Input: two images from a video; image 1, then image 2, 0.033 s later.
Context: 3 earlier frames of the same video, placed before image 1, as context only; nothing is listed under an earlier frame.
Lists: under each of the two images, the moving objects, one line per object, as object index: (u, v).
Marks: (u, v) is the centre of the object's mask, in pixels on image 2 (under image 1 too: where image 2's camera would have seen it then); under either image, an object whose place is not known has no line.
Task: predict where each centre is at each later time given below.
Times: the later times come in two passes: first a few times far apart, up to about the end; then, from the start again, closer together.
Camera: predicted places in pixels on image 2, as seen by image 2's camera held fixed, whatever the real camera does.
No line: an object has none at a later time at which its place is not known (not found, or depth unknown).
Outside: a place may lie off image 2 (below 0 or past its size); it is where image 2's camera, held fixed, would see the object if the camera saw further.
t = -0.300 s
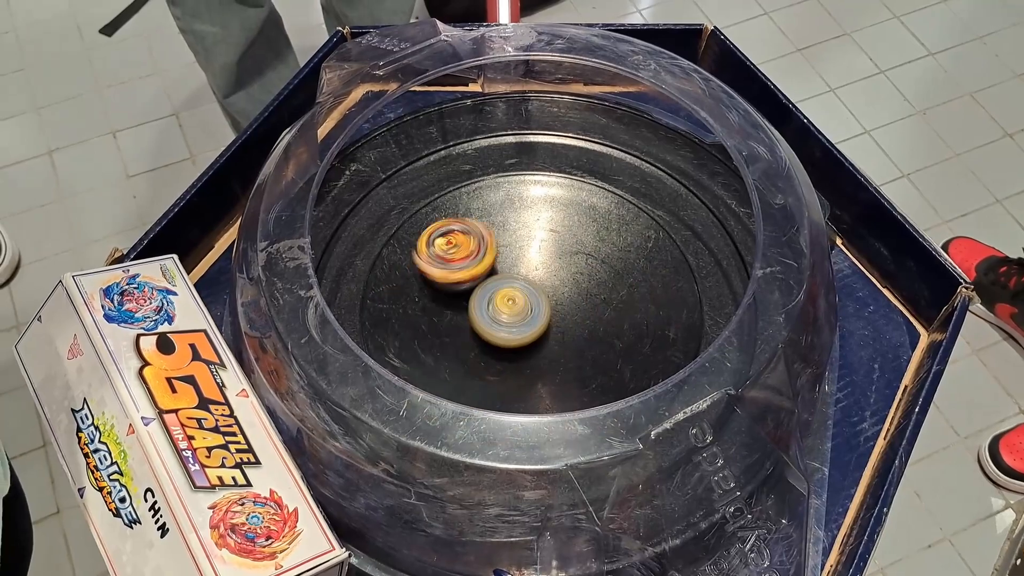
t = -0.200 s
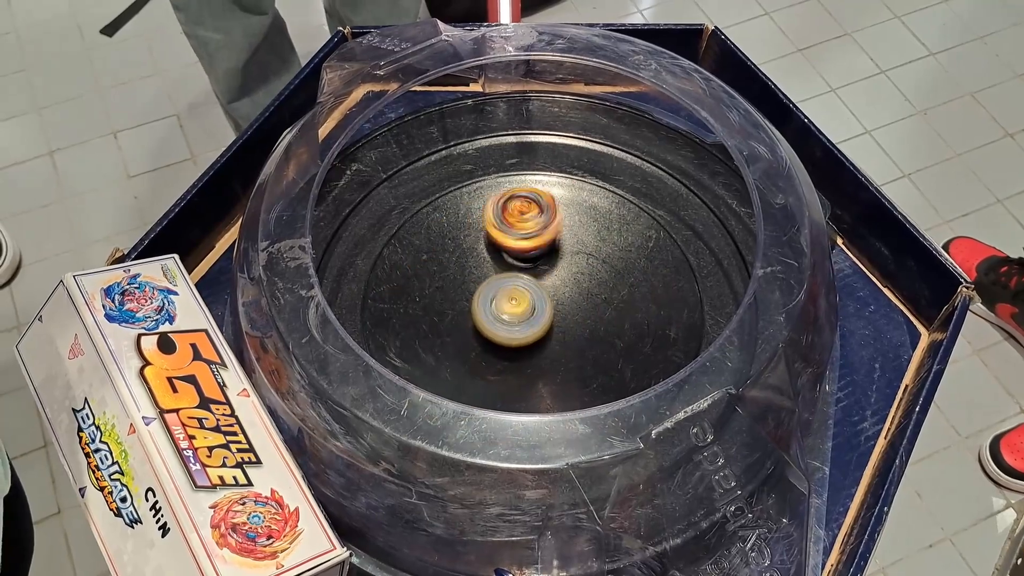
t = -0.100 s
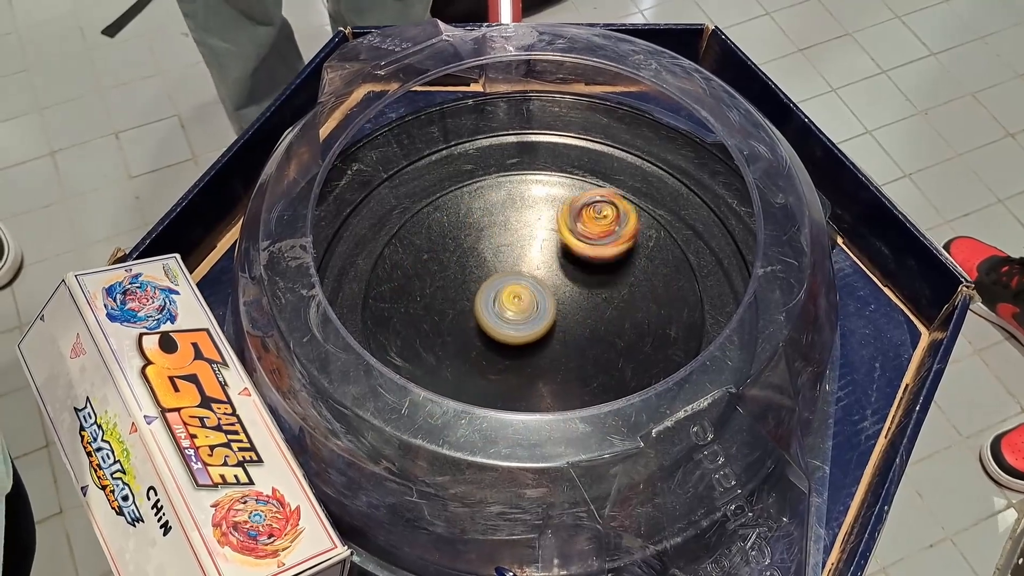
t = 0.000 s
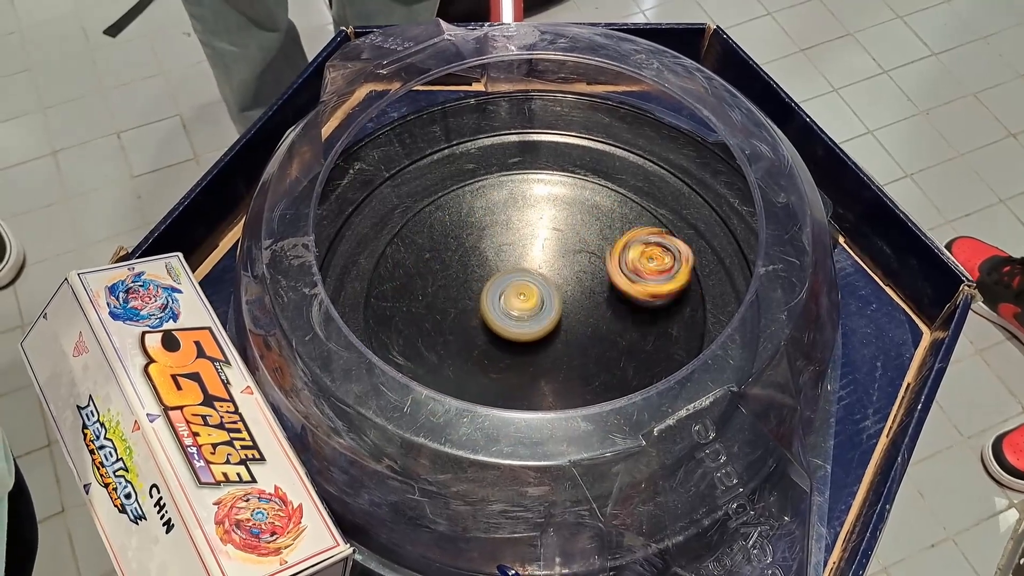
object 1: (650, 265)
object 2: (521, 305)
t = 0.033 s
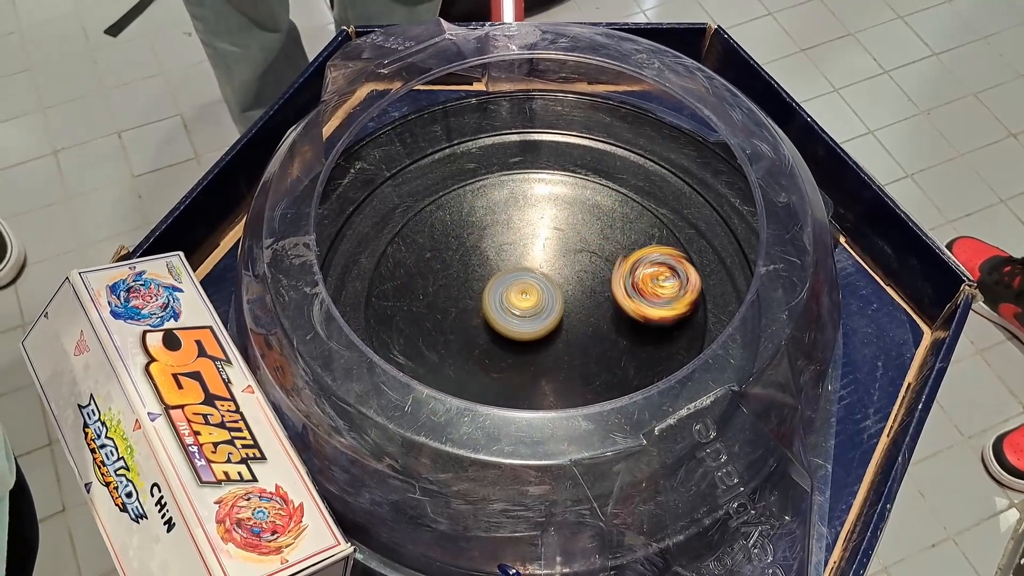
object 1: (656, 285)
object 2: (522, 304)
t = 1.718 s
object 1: (620, 289)
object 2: (543, 318)
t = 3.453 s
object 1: (621, 244)
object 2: (539, 317)
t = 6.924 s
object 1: (593, 233)
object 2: (562, 317)
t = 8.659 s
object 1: (508, 317)
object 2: (481, 254)
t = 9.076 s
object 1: (490, 331)
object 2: (548, 295)
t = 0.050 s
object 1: (658, 295)
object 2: (523, 303)
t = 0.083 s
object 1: (654, 315)
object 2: (525, 302)
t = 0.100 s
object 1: (649, 324)
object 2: (525, 302)
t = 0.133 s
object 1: (636, 343)
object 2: (526, 302)
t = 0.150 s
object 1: (626, 351)
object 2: (527, 302)
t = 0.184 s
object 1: (603, 364)
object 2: (528, 301)
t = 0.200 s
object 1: (592, 369)
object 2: (529, 300)
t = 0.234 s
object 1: (565, 374)
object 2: (530, 300)
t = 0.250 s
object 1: (550, 374)
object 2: (531, 299)
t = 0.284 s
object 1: (524, 372)
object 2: (532, 298)
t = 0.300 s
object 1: (509, 370)
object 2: (532, 298)
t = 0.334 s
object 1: (483, 360)
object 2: (533, 297)
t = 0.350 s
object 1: (474, 353)
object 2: (534, 297)
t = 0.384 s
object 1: (456, 336)
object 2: (535, 296)
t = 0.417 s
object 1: (442, 316)
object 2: (536, 296)
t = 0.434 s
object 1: (439, 305)
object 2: (537, 296)
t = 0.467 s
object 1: (436, 284)
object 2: (537, 295)
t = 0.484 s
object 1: (436, 273)
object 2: (537, 295)
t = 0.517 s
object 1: (441, 254)
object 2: (538, 295)
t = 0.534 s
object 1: (446, 245)
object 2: (538, 295)
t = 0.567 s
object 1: (456, 228)
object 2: (539, 295)
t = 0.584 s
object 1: (463, 221)
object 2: (540, 295)
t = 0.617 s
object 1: (481, 209)
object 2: (540, 295)
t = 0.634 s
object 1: (490, 205)
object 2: (540, 295)
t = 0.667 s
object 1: (511, 201)
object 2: (541, 295)
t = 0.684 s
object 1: (523, 200)
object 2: (540, 295)
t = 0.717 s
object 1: (544, 203)
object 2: (541, 295)
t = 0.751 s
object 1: (565, 209)
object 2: (542, 296)
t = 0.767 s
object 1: (577, 215)
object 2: (541, 296)
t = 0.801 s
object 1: (593, 227)
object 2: (542, 297)
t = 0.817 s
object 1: (601, 235)
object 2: (542, 298)
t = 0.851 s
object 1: (614, 252)
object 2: (542, 299)
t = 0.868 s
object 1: (618, 262)
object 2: (542, 299)
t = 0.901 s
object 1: (622, 283)
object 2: (541, 300)
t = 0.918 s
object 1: (623, 294)
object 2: (541, 300)
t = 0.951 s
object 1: (617, 316)
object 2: (540, 301)
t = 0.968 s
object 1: (612, 326)
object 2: (540, 302)
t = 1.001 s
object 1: (599, 346)
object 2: (540, 302)
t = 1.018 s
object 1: (590, 354)
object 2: (541, 302)
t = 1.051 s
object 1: (567, 368)
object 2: (542, 303)
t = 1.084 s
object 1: (544, 373)
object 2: (543, 305)
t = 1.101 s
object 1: (531, 376)
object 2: (544, 306)
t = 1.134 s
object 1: (505, 375)
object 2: (544, 308)
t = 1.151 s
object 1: (495, 372)
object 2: (544, 308)
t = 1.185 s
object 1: (471, 366)
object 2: (544, 310)
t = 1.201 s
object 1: (459, 360)
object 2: (544, 311)
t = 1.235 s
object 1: (443, 349)
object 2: (544, 312)
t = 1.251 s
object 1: (436, 342)
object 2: (545, 313)
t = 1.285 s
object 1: (426, 324)
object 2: (545, 314)
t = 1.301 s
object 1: (424, 315)
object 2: (545, 314)
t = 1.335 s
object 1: (424, 296)
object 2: (545, 315)
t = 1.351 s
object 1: (426, 288)
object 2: (545, 316)
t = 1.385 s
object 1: (432, 271)
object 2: (545, 316)
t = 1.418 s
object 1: (445, 256)
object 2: (545, 317)
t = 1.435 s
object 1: (452, 250)
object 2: (545, 317)
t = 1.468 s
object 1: (470, 240)
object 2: (545, 318)
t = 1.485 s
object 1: (481, 236)
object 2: (545, 318)
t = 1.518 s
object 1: (504, 231)
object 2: (545, 318)
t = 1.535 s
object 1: (515, 232)
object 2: (545, 318)
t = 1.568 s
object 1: (542, 233)
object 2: (545, 318)
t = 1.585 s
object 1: (554, 236)
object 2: (545, 319)
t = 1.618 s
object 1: (576, 244)
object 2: (545, 318)
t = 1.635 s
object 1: (586, 250)
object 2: (545, 318)
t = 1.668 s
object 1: (604, 264)
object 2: (544, 319)
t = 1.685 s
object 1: (611, 272)
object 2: (544, 318)
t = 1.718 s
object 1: (620, 289)
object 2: (543, 318)
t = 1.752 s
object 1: (625, 309)
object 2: (542, 318)
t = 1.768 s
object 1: (625, 317)
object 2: (541, 317)
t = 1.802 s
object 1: (620, 337)
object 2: (540, 317)
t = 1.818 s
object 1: (616, 345)
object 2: (540, 317)
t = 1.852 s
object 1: (602, 361)
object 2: (538, 316)
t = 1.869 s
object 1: (593, 367)
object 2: (537, 315)
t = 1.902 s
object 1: (575, 374)
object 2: (536, 314)
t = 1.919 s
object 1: (564, 377)
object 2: (535, 314)
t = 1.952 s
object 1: (540, 379)
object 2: (534, 313)
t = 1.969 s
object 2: (534, 313)
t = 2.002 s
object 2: (532, 312)
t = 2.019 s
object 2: (533, 311)
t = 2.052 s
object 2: (531, 311)
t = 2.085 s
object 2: (530, 312)
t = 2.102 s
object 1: (459, 339)
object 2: (529, 311)
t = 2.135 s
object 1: (449, 319)
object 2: (530, 312)
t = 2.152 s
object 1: (444, 308)
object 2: (534, 312)
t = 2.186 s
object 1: (436, 288)
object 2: (543, 311)
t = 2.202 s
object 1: (435, 278)
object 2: (545, 311)
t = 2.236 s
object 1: (437, 259)
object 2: (548, 309)
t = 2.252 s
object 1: (442, 251)
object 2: (549, 308)
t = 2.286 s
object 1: (453, 235)
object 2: (550, 306)
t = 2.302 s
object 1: (460, 229)
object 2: (550, 305)
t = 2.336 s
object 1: (477, 218)
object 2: (550, 302)
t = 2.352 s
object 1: (487, 213)
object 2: (550, 302)
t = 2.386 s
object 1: (509, 208)
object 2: (550, 299)
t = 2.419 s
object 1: (533, 209)
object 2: (550, 297)
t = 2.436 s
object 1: (545, 210)
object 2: (549, 296)
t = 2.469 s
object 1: (568, 217)
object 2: (549, 294)
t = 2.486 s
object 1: (579, 222)
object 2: (549, 294)
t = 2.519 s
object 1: (596, 235)
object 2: (547, 293)
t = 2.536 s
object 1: (605, 243)
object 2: (546, 293)
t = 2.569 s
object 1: (628, 257)
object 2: (534, 295)
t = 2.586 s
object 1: (635, 265)
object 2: (530, 295)
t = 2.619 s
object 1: (647, 283)
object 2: (524, 297)
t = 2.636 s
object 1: (650, 293)
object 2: (522, 298)
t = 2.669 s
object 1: (651, 313)
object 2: (520, 300)
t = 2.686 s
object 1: (647, 323)
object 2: (519, 300)
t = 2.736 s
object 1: (632, 352)
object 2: (516, 304)
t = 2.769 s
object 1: (612, 366)
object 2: (515, 306)
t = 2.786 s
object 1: (601, 370)
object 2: (514, 306)
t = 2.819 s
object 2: (513, 308)
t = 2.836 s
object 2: (513, 309)
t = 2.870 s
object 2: (513, 311)
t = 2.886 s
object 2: (513, 312)
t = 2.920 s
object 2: (513, 313)
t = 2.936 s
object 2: (514, 313)
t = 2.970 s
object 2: (515, 315)
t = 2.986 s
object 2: (516, 316)
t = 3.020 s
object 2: (517, 318)
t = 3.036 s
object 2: (517, 320)
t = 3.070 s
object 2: (517, 321)
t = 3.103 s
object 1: (431, 282)
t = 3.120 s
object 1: (434, 272)
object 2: (519, 322)
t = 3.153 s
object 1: (442, 253)
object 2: (521, 323)
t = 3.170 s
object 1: (449, 244)
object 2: (522, 323)
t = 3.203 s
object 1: (463, 229)
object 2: (525, 324)
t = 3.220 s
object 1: (472, 222)
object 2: (525, 323)
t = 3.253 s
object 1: (493, 214)
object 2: (527, 323)
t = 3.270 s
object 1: (505, 210)
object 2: (529, 323)
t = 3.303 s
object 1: (527, 206)
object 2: (531, 323)
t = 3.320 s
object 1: (539, 207)
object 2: (532, 322)
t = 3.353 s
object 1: (565, 208)
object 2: (534, 321)
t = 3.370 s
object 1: (576, 212)
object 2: (535, 320)
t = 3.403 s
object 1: (596, 221)
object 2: (537, 319)
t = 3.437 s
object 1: (614, 236)
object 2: (539, 318)
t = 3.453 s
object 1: (621, 244)
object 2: (539, 317)
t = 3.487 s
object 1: (633, 263)
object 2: (540, 315)
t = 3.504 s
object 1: (637, 273)
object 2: (542, 315)
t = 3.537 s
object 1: (638, 294)
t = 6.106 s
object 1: (598, 328)
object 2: (521, 307)
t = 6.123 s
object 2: (521, 307)
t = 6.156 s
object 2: (520, 305)
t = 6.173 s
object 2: (520, 303)
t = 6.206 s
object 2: (521, 300)
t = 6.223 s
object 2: (521, 299)
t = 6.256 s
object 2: (520, 298)
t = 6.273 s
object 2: (521, 298)
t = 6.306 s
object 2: (520, 298)
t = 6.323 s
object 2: (520, 297)
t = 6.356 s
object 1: (453, 356)
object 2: (520, 297)
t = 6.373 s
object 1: (447, 349)
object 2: (520, 296)
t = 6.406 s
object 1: (436, 335)
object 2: (520, 296)
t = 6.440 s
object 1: (431, 320)
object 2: (520, 296)
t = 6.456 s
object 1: (431, 311)
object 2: (521, 296)
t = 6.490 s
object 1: (434, 295)
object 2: (521, 296)
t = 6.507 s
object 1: (436, 287)
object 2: (521, 296)
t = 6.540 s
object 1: (444, 273)
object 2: (522, 296)
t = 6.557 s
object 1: (451, 266)
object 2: (524, 297)
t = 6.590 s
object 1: (454, 250)
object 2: (534, 301)
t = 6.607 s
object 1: (459, 242)
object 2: (538, 303)
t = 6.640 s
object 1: (467, 229)
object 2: (545, 305)
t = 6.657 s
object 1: (473, 224)
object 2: (548, 306)
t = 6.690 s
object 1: (486, 215)
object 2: (551, 306)
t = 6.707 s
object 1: (492, 212)
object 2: (552, 306)
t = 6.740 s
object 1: (510, 210)
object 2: (555, 306)
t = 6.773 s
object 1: (526, 209)
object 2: (558, 305)
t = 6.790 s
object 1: (534, 211)
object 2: (559, 305)
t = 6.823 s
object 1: (552, 215)
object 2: (561, 304)
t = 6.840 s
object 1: (560, 219)
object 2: (562, 304)
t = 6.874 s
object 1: (573, 229)
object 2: (564, 304)
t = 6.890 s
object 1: (580, 233)
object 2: (565, 306)
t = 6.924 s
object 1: (593, 233)
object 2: (562, 317)
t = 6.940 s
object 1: (601, 234)
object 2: (559, 322)
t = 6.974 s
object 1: (613, 236)
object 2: (556, 329)
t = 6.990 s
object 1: (618, 238)
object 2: (554, 331)
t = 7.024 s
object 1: (629, 243)
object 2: (551, 334)
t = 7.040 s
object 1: (631, 247)
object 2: (550, 335)
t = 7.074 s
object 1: (636, 255)
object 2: (548, 335)
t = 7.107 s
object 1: (635, 264)
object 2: (547, 334)
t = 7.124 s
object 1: (635, 269)
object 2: (547, 333)
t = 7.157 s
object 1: (628, 279)
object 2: (547, 332)
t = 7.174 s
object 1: (626, 285)
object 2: (547, 331)
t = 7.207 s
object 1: (620, 293)
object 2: (544, 330)
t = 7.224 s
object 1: (620, 296)
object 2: (538, 330)
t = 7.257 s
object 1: (621, 302)
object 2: (525, 331)
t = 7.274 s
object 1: (624, 303)
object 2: (520, 331)
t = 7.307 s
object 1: (620, 309)
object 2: (513, 330)
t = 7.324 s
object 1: (618, 311)
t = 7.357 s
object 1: (612, 315)
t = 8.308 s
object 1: (583, 271)
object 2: (505, 291)
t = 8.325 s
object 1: (579, 274)
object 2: (504, 288)
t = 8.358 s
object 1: (573, 281)
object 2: (501, 283)
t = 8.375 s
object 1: (574, 285)
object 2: (498, 281)
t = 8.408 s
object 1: (573, 291)
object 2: (493, 276)
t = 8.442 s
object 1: (565, 297)
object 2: (491, 274)
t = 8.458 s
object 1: (560, 300)
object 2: (491, 272)
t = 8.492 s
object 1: (553, 307)
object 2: (487, 267)
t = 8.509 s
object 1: (551, 311)
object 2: (485, 263)
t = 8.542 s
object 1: (546, 314)
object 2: (482, 258)
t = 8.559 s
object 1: (540, 316)
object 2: (481, 256)
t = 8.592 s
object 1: (528, 317)
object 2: (482, 254)
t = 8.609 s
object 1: (523, 317)
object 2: (481, 254)
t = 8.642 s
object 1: (512, 316)
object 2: (481, 253)
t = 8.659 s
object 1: (508, 317)
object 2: (481, 254)
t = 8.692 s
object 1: (501, 321)
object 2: (481, 255)
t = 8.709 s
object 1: (500, 325)
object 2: (482, 256)
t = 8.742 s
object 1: (495, 331)
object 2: (483, 258)
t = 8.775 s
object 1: (490, 335)
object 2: (487, 262)
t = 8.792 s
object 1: (487, 337)
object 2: (488, 263)
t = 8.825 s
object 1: (483, 340)
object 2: (493, 266)
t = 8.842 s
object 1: (483, 341)
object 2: (496, 267)
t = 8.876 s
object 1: (481, 342)
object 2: (501, 271)
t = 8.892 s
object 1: (480, 342)
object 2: (504, 273)
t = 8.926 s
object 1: (477, 341)
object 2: (511, 276)
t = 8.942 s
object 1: (477, 341)
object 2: (515, 278)
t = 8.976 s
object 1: (478, 340)
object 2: (523, 283)
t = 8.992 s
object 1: (480, 339)
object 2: (527, 286)
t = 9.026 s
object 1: (482, 337)
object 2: (535, 290)
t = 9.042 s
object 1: (483, 335)
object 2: (540, 291)
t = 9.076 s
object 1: (490, 331)
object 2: (548, 295)
